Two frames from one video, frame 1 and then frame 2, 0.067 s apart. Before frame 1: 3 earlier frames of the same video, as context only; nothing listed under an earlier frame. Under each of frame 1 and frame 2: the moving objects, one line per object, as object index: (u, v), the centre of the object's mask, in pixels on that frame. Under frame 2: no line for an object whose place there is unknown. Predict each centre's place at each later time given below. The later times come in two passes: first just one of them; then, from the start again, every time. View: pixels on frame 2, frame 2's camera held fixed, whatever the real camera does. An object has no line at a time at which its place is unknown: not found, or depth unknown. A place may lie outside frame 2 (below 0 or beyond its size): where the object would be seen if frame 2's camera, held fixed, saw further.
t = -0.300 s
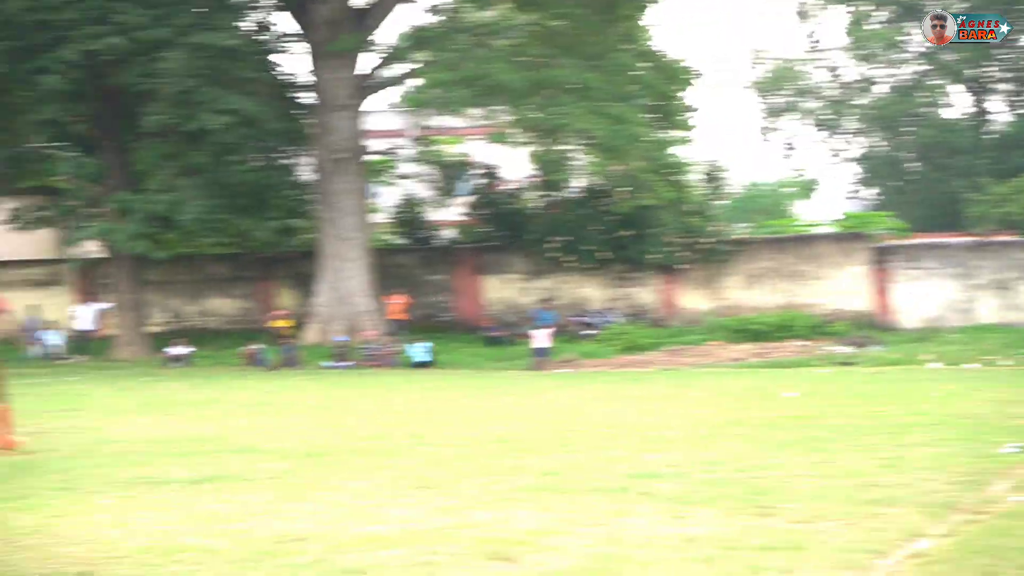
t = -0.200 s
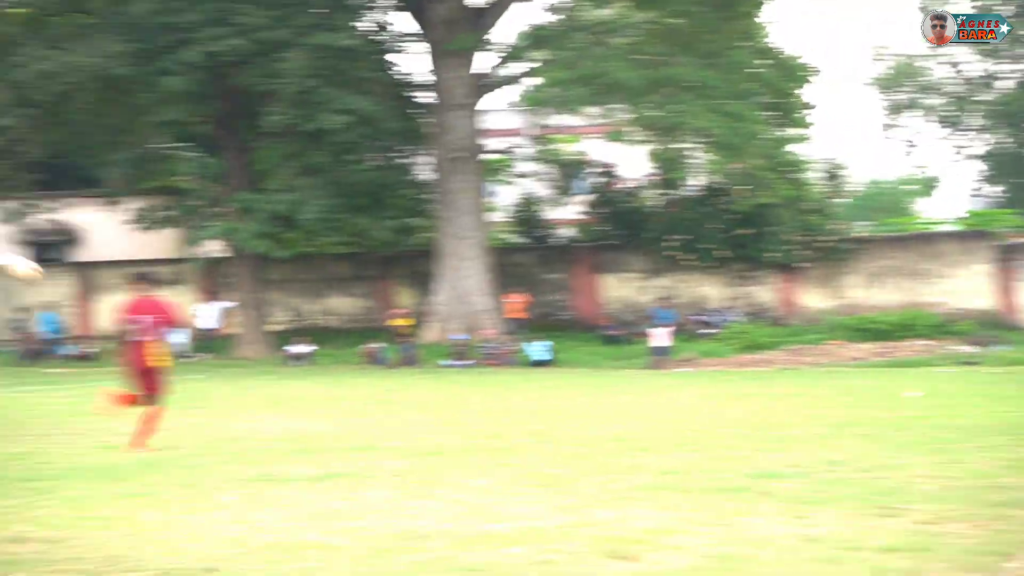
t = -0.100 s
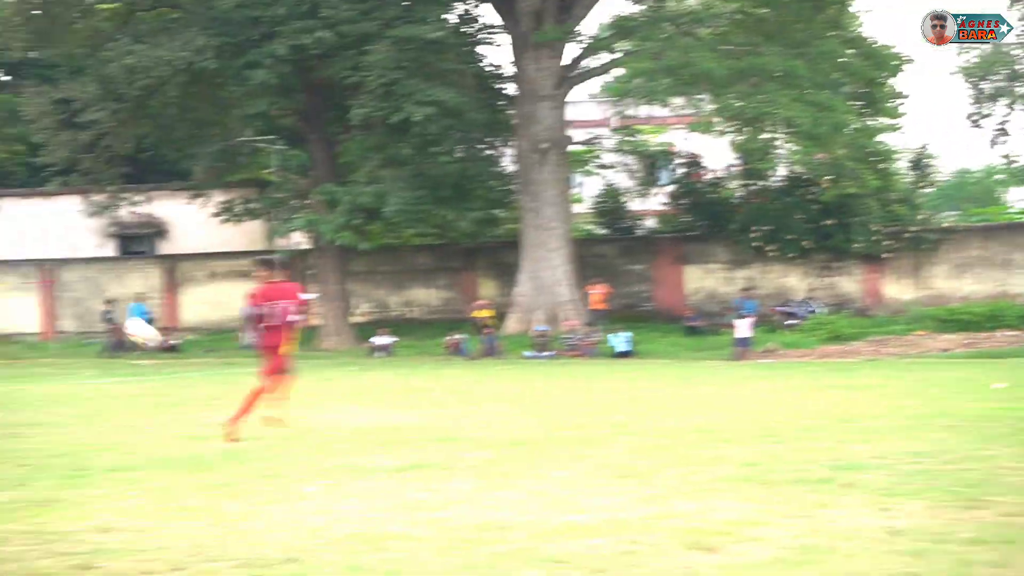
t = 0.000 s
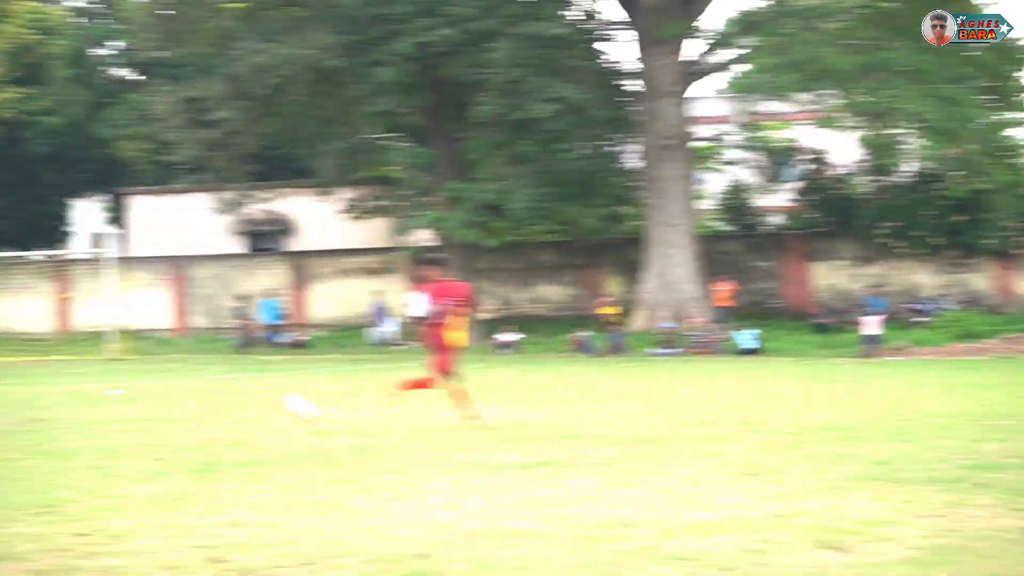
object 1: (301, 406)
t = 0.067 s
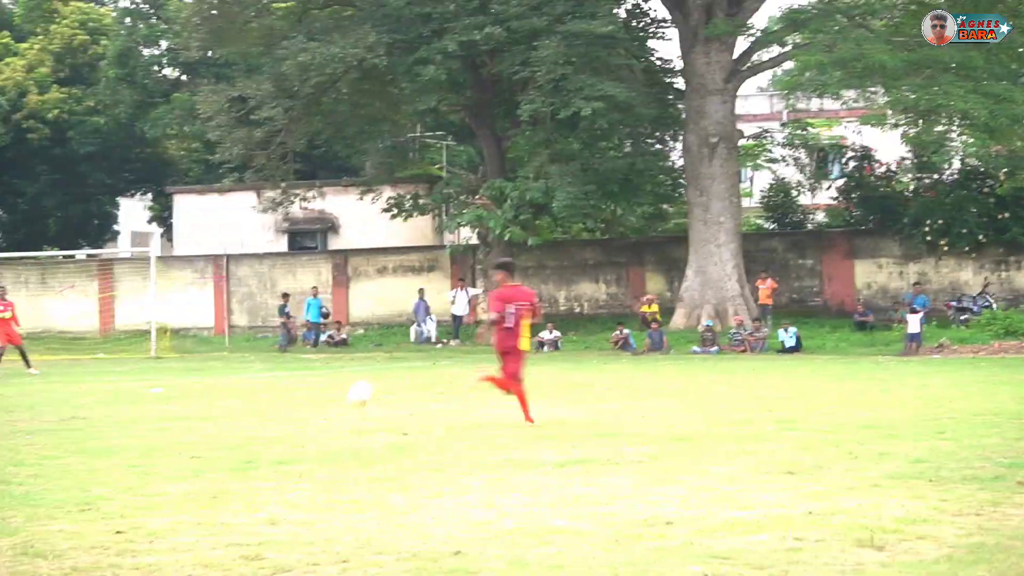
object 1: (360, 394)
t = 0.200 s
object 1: (399, 320)
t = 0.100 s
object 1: (368, 374)
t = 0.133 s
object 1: (379, 356)
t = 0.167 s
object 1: (392, 338)
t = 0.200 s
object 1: (399, 320)
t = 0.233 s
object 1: (405, 307)
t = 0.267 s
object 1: (410, 294)
